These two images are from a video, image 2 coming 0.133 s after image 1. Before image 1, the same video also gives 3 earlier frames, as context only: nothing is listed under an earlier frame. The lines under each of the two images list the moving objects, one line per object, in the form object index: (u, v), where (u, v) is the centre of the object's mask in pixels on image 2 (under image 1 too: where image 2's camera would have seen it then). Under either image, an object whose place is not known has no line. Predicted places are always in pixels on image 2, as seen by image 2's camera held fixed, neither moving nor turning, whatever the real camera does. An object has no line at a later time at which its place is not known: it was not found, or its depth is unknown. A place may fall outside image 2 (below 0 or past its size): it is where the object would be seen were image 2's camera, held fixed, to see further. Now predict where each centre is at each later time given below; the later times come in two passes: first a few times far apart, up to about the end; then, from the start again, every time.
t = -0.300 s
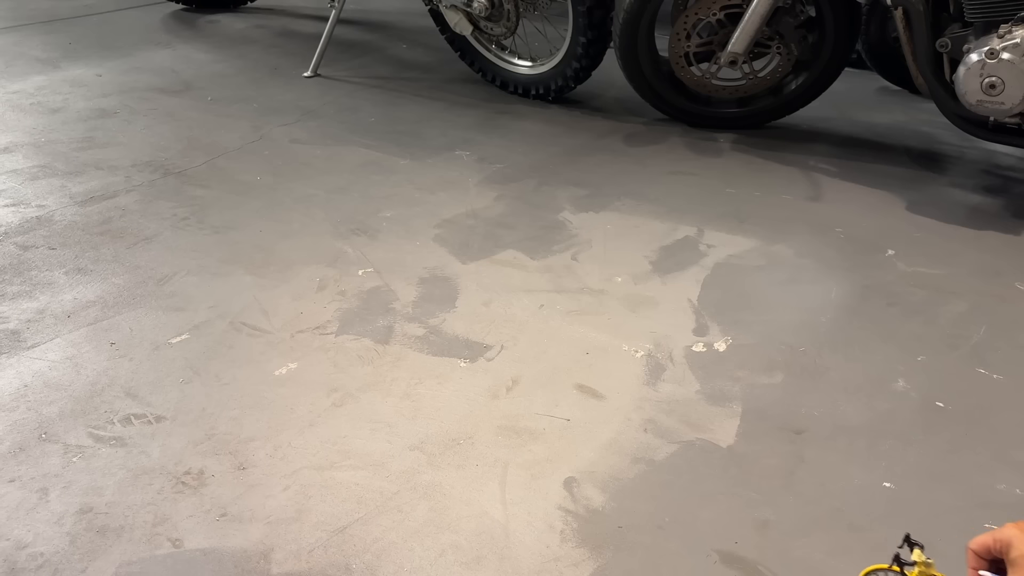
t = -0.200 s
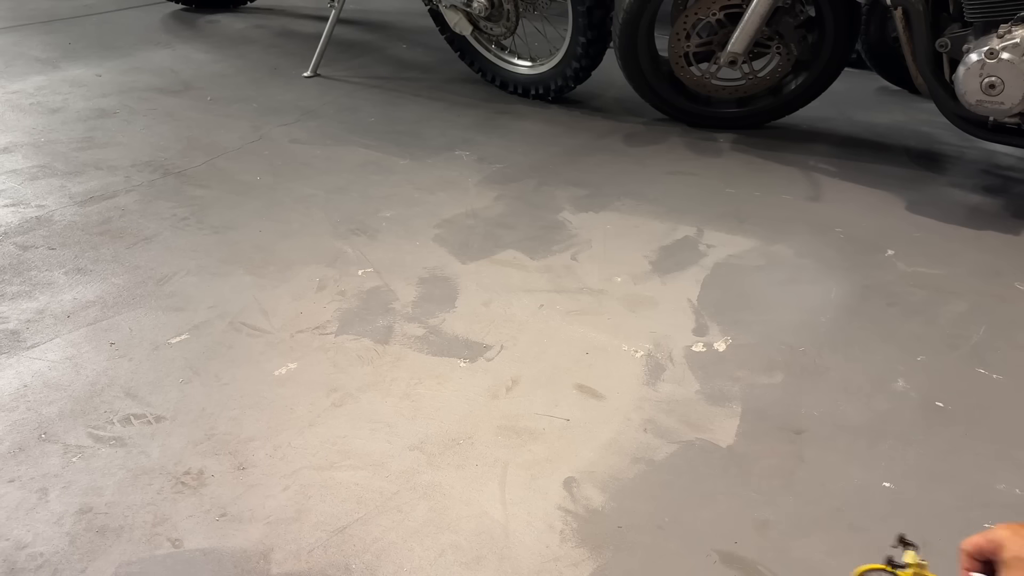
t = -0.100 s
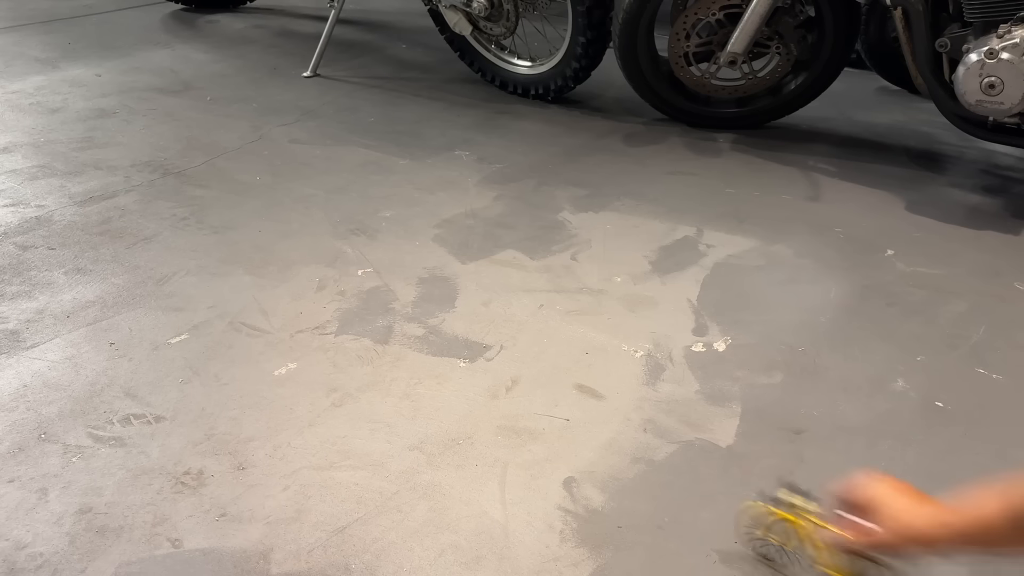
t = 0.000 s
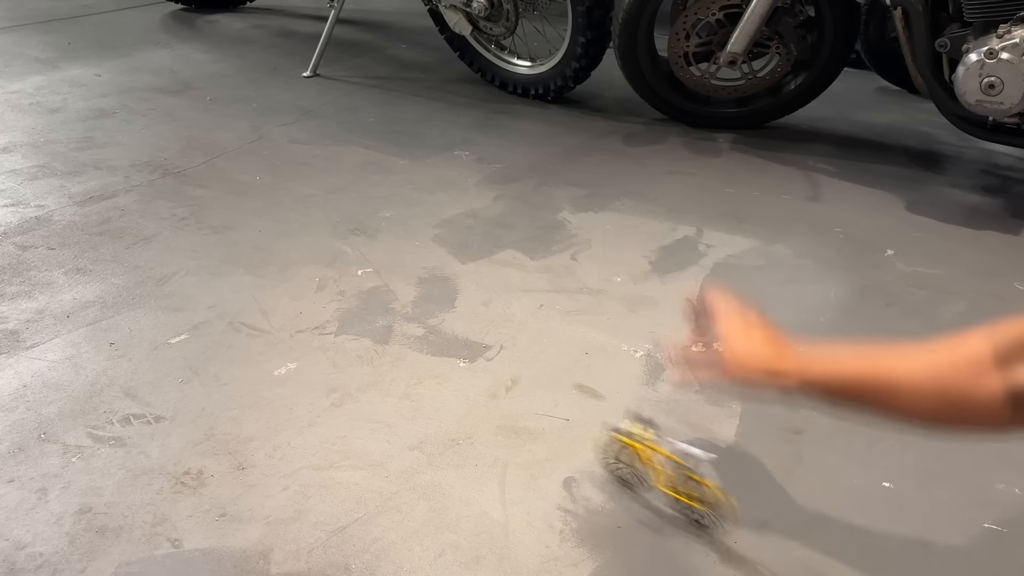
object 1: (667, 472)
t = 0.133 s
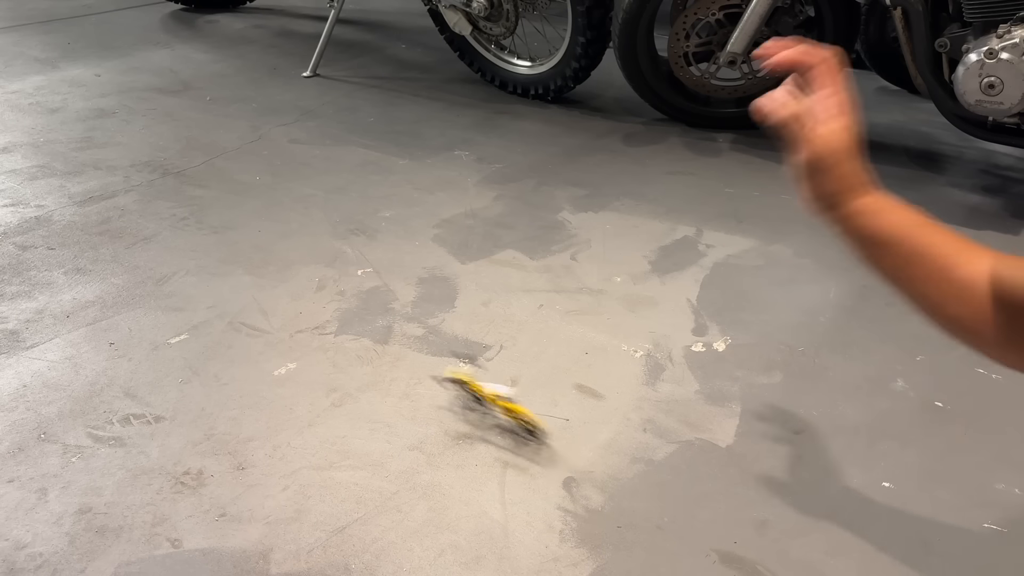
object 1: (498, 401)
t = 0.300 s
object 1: (324, 363)
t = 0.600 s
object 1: (211, 353)
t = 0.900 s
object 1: (211, 353)
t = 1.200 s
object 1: (211, 353)
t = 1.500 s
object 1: (211, 353)
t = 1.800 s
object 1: (211, 353)
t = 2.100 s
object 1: (211, 353)
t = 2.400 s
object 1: (211, 353)
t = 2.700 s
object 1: (211, 353)
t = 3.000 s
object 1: (211, 353)
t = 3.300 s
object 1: (211, 353)
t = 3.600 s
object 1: (211, 353)
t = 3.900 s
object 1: (211, 353)
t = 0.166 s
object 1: (464, 398)
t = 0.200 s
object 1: (420, 387)
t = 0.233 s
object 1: (382, 374)
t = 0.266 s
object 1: (354, 367)
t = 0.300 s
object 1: (324, 363)
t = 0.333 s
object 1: (295, 359)
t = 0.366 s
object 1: (276, 353)
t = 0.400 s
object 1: (256, 350)
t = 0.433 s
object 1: (238, 350)
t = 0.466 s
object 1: (228, 350)
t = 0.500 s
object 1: (219, 351)
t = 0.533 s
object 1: (213, 352)
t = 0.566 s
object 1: (211, 353)
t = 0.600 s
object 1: (211, 353)
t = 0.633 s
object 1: (211, 353)
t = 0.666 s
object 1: (211, 353)
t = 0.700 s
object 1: (211, 353)
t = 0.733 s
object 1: (211, 353)
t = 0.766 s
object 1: (211, 353)
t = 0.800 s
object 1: (211, 353)
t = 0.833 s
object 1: (211, 353)
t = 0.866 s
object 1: (211, 353)
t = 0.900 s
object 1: (211, 353)
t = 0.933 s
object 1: (211, 353)
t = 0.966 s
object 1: (211, 353)
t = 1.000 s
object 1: (211, 353)
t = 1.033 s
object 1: (211, 353)
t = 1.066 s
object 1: (211, 353)
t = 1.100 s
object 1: (211, 353)
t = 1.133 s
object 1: (211, 353)
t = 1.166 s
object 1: (211, 353)
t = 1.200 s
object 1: (211, 353)
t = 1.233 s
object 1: (211, 353)
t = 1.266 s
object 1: (211, 353)
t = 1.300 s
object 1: (211, 353)
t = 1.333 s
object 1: (211, 353)
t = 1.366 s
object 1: (211, 353)
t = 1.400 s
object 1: (211, 353)
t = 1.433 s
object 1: (211, 353)
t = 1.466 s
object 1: (211, 353)
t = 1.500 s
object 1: (211, 353)
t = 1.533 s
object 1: (211, 353)
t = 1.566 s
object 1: (211, 353)
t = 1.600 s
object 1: (211, 353)
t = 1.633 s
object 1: (211, 353)
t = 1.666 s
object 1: (211, 353)
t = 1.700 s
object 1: (211, 353)
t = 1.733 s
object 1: (211, 353)
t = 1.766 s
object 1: (211, 353)
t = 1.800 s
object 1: (211, 353)
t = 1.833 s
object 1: (211, 353)
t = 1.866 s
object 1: (211, 353)
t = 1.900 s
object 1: (211, 353)
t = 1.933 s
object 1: (211, 353)
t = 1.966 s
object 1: (211, 353)
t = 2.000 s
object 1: (211, 353)
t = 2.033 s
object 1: (211, 353)
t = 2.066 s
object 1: (211, 353)
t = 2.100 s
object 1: (211, 353)
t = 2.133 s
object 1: (211, 353)
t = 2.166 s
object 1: (211, 353)
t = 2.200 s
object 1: (211, 353)
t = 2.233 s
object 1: (211, 353)
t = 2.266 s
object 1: (211, 353)
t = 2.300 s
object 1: (211, 353)
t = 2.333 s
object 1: (211, 353)
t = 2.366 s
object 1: (211, 353)
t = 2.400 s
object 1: (211, 353)
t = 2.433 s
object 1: (211, 353)
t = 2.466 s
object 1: (211, 353)
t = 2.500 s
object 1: (211, 353)
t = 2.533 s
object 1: (211, 353)
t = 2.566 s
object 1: (211, 353)
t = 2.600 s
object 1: (211, 353)
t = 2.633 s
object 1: (211, 353)
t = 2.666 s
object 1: (211, 353)
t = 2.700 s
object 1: (211, 353)
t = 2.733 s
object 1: (211, 353)
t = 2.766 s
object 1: (211, 353)
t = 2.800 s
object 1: (211, 353)
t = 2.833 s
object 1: (211, 353)
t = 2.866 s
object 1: (211, 353)
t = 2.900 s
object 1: (211, 353)
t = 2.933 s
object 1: (211, 353)
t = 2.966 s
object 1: (211, 353)
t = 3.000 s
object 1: (211, 353)
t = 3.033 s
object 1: (211, 353)
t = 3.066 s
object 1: (211, 353)
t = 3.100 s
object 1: (211, 353)
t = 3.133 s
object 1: (211, 353)
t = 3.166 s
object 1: (211, 353)
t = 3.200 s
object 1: (211, 353)
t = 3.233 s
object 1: (211, 353)
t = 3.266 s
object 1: (211, 353)
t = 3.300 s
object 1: (211, 353)
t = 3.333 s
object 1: (211, 353)
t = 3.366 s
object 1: (211, 353)
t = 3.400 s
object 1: (211, 353)
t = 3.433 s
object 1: (211, 353)
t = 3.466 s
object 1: (211, 353)
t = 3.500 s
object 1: (211, 353)
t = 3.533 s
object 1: (211, 354)
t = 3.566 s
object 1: (211, 353)
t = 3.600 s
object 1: (211, 353)
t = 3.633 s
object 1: (211, 353)
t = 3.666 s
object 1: (211, 353)
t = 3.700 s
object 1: (210, 353)
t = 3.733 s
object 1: (210, 353)
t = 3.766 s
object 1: (210, 353)
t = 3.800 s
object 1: (210, 353)
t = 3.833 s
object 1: (211, 353)
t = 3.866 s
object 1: (210, 353)
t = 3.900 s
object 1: (211, 353)
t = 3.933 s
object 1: (210, 353)
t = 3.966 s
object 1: (210, 353)
